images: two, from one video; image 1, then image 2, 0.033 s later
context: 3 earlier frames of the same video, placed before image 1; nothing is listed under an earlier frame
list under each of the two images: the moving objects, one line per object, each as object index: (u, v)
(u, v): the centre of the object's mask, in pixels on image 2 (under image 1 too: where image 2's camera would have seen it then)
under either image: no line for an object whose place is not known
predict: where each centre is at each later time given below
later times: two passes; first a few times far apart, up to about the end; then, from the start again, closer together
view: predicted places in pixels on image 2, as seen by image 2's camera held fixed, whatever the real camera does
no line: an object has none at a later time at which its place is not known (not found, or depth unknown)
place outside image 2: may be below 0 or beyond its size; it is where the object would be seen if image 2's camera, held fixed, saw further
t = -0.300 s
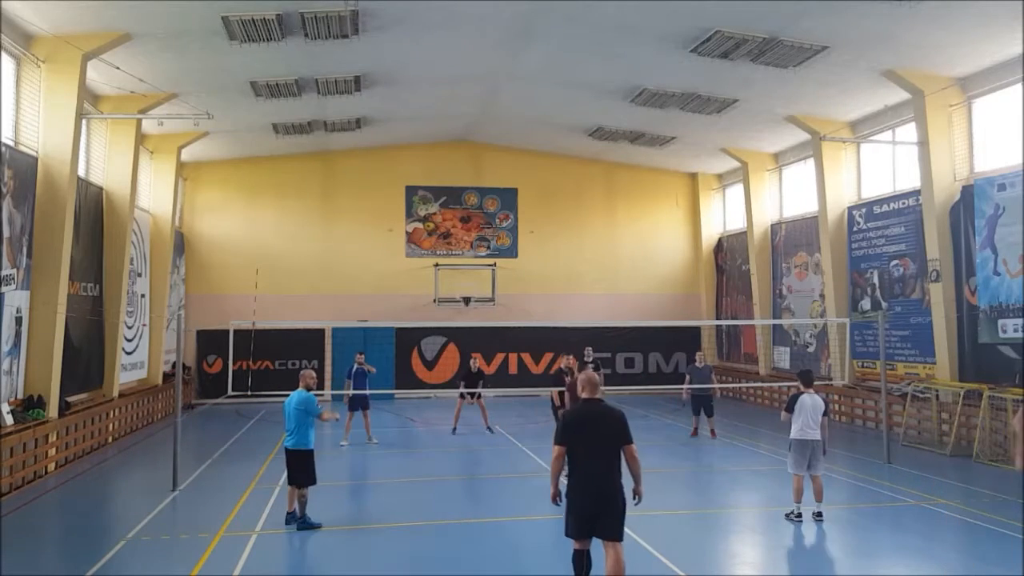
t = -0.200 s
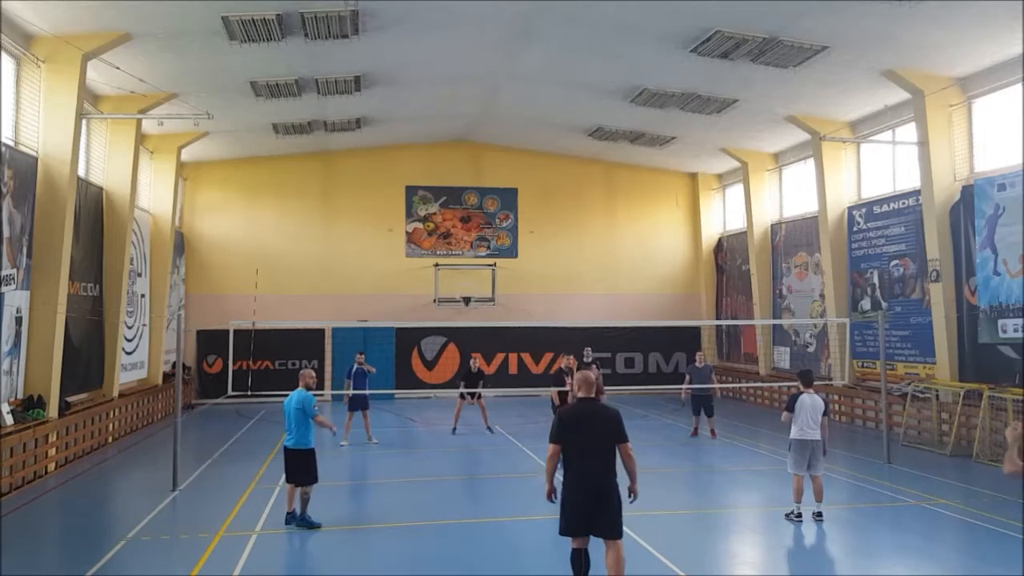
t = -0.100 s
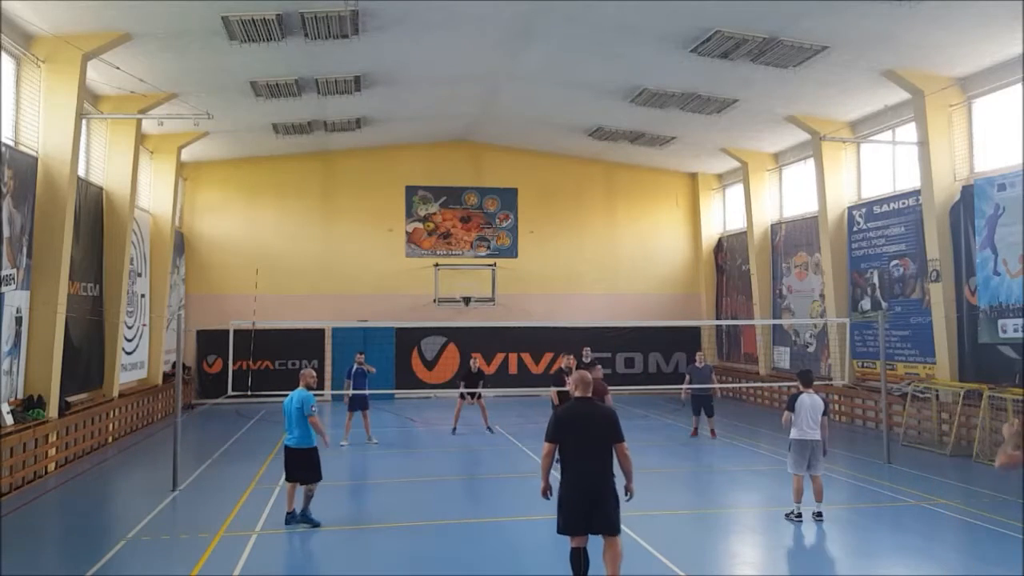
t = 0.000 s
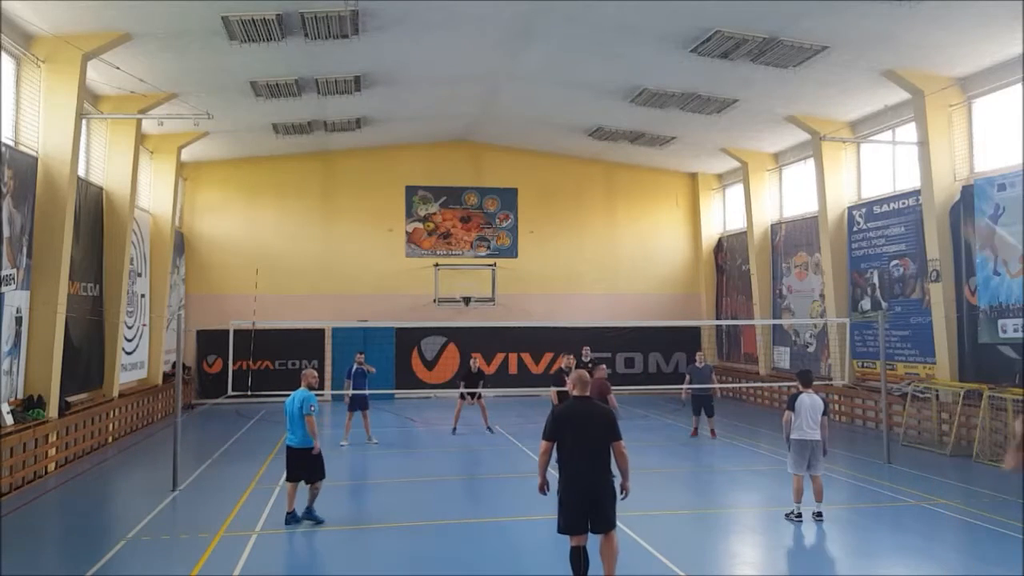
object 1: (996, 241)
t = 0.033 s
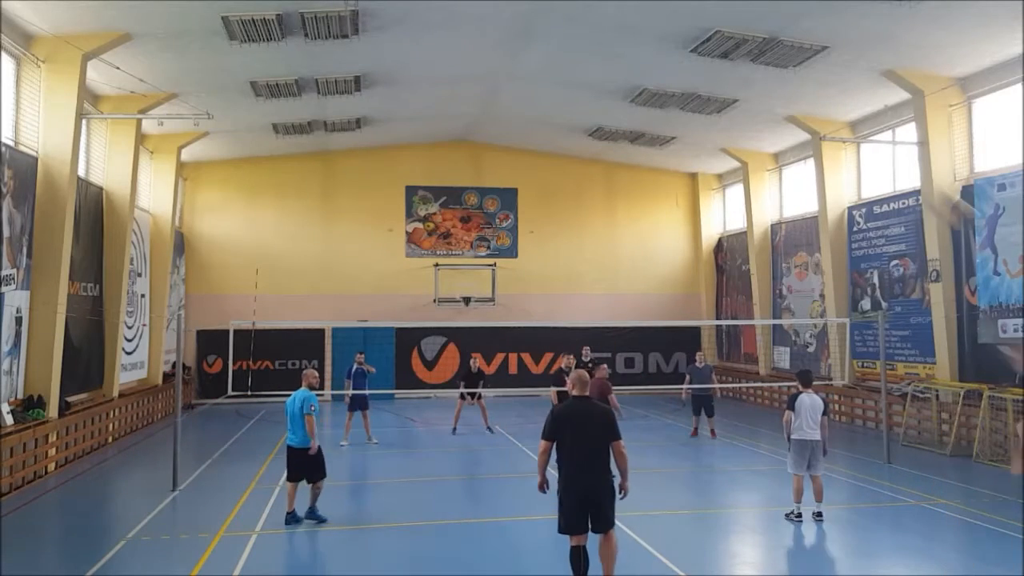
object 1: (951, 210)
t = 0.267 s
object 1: (735, 73)
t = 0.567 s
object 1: (583, 41)
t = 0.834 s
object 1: (499, 73)
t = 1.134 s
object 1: (429, 148)
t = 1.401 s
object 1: (388, 237)
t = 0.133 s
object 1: (838, 130)
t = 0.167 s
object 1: (810, 114)
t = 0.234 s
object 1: (756, 86)
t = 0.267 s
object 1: (735, 73)
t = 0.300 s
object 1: (711, 64)
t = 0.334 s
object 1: (690, 57)
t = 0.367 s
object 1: (674, 52)
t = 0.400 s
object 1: (656, 47)
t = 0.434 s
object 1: (638, 43)
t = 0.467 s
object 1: (624, 42)
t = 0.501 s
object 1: (610, 41)
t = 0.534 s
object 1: (597, 40)
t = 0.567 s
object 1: (583, 41)
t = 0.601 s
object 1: (570, 43)
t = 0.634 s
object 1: (560, 45)
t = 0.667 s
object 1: (548, 48)
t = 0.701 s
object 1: (538, 52)
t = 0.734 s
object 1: (527, 56)
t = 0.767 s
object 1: (518, 61)
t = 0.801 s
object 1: (508, 67)
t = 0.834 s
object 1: (499, 73)
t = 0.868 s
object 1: (490, 80)
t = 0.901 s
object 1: (482, 86)
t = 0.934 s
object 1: (474, 94)
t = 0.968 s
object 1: (466, 102)
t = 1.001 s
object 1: (458, 110)
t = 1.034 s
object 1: (451, 118)
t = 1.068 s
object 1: (444, 127)
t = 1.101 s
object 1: (438, 137)
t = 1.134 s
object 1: (429, 148)
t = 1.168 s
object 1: (425, 157)
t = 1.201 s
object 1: (420, 169)
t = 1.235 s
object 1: (415, 179)
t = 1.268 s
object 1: (408, 189)
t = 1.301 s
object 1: (402, 199)
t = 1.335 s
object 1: (398, 212)
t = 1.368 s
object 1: (392, 225)
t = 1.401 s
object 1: (388, 237)
